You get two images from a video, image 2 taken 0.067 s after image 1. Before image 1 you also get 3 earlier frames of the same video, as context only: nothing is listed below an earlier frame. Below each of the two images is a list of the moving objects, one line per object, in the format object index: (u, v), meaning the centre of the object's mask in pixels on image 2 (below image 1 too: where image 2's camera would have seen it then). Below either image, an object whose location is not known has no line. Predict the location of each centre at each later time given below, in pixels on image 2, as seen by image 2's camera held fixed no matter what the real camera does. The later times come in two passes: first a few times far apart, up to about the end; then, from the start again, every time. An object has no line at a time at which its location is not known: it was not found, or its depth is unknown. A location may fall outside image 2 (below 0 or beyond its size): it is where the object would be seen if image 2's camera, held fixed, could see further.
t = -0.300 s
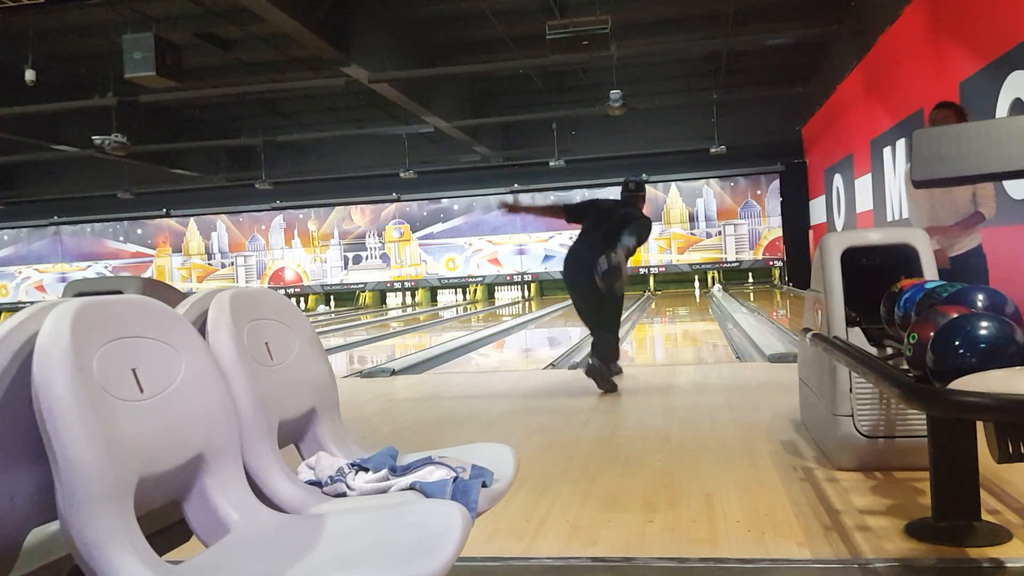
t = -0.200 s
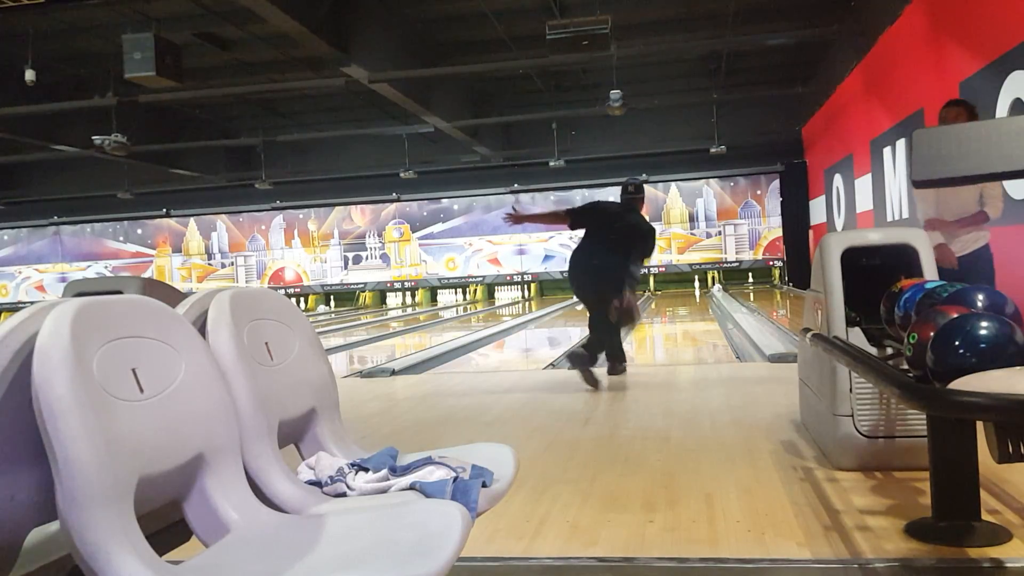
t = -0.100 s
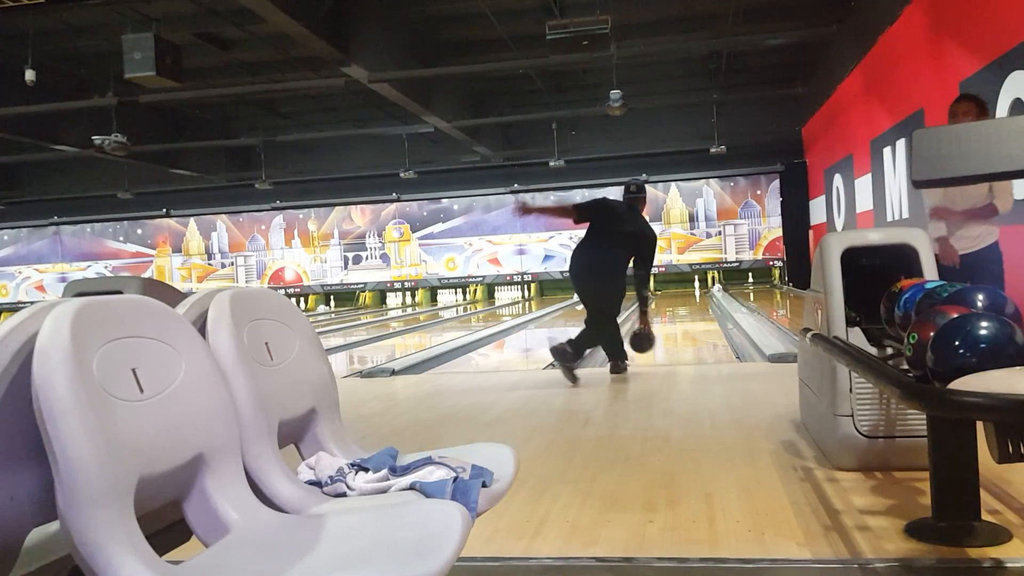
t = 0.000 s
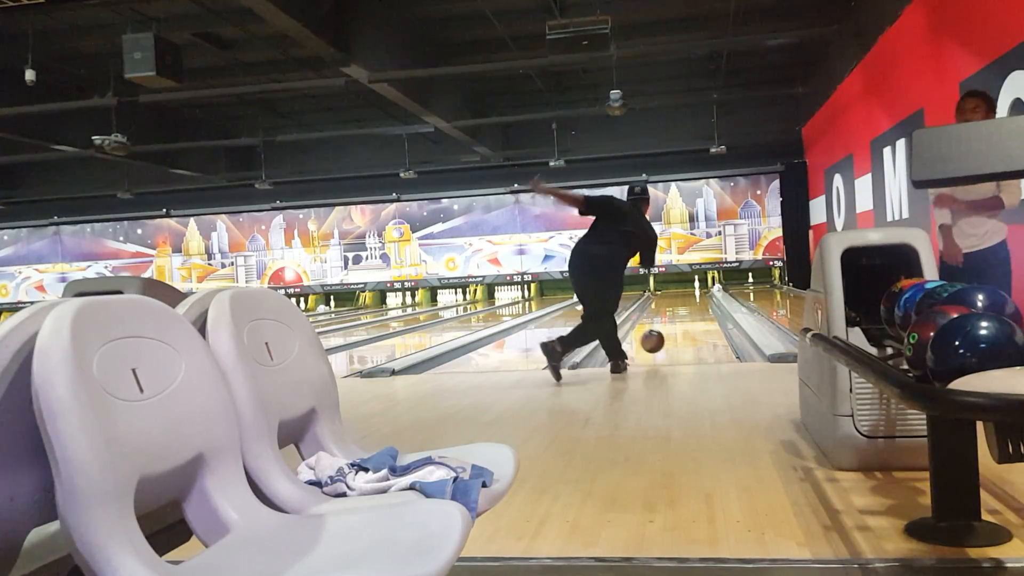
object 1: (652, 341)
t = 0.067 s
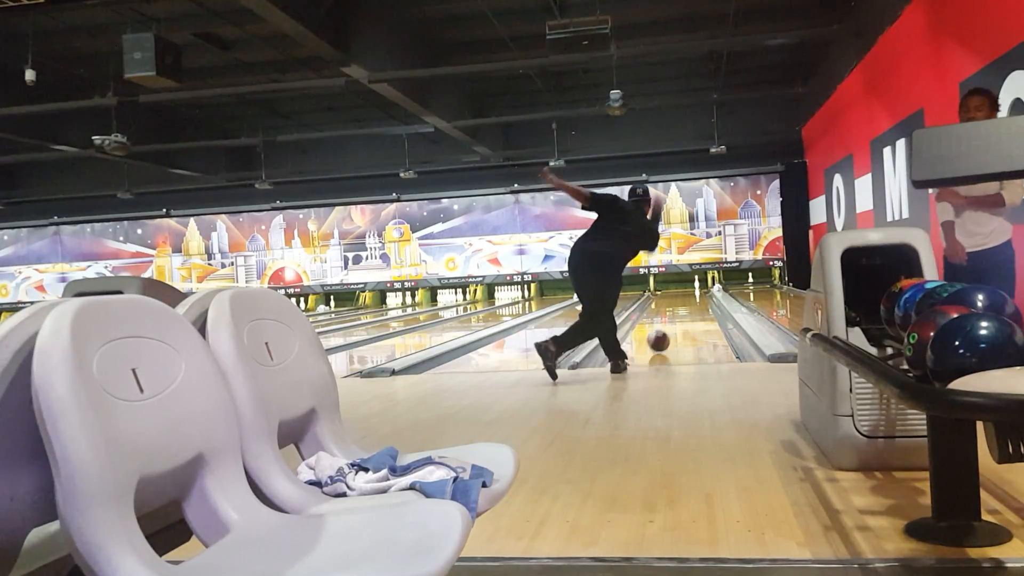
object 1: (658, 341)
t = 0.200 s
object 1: (667, 332)
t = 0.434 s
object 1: (679, 319)
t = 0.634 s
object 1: (686, 312)
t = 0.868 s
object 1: (691, 305)
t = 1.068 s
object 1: (695, 300)
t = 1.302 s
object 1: (698, 296)
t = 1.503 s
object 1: (703, 293)
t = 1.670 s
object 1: (702, 291)
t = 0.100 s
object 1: (661, 338)
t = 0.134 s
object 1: (663, 336)
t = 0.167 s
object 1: (665, 334)
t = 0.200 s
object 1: (667, 332)
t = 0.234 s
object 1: (669, 330)
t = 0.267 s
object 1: (671, 328)
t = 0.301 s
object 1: (673, 326)
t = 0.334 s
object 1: (674, 324)
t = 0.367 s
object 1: (676, 323)
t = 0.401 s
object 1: (678, 321)
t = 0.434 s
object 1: (679, 319)
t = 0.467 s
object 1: (680, 318)
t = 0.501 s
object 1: (681, 316)
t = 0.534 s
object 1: (683, 315)
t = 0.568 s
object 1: (684, 314)
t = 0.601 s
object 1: (684, 313)
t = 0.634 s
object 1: (686, 312)
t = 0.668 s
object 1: (687, 310)
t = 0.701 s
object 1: (688, 310)
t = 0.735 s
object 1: (689, 309)
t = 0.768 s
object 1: (689, 307)
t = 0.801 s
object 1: (689, 306)
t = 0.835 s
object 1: (690, 306)
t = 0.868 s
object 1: (691, 305)
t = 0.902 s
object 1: (692, 304)
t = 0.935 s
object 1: (693, 303)
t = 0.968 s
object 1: (694, 302)
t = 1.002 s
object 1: (694, 302)
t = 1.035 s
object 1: (694, 301)
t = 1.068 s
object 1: (695, 300)
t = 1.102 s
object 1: (695, 299)
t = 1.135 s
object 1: (696, 299)
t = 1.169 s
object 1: (697, 298)
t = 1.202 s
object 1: (697, 298)
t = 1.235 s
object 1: (698, 297)
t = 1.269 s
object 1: (697, 296)
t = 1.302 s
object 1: (698, 296)
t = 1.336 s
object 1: (699, 296)
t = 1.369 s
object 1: (699, 295)
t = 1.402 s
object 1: (700, 294)
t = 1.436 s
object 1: (700, 294)
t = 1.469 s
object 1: (701, 293)
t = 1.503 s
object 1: (703, 293)
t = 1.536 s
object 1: (702, 293)
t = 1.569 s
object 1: (702, 292)
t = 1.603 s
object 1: (702, 292)
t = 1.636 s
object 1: (702, 291)
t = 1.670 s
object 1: (702, 291)
